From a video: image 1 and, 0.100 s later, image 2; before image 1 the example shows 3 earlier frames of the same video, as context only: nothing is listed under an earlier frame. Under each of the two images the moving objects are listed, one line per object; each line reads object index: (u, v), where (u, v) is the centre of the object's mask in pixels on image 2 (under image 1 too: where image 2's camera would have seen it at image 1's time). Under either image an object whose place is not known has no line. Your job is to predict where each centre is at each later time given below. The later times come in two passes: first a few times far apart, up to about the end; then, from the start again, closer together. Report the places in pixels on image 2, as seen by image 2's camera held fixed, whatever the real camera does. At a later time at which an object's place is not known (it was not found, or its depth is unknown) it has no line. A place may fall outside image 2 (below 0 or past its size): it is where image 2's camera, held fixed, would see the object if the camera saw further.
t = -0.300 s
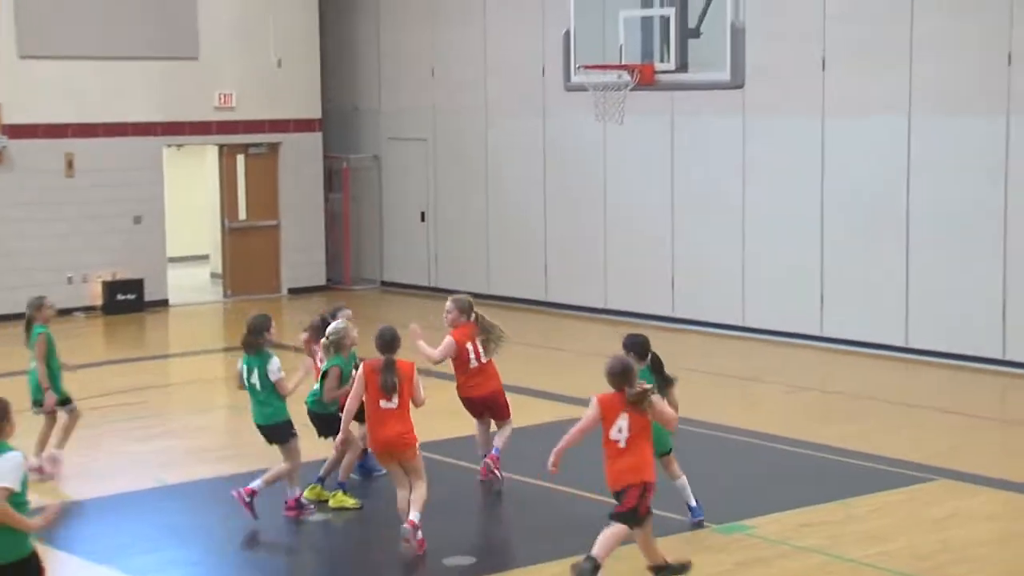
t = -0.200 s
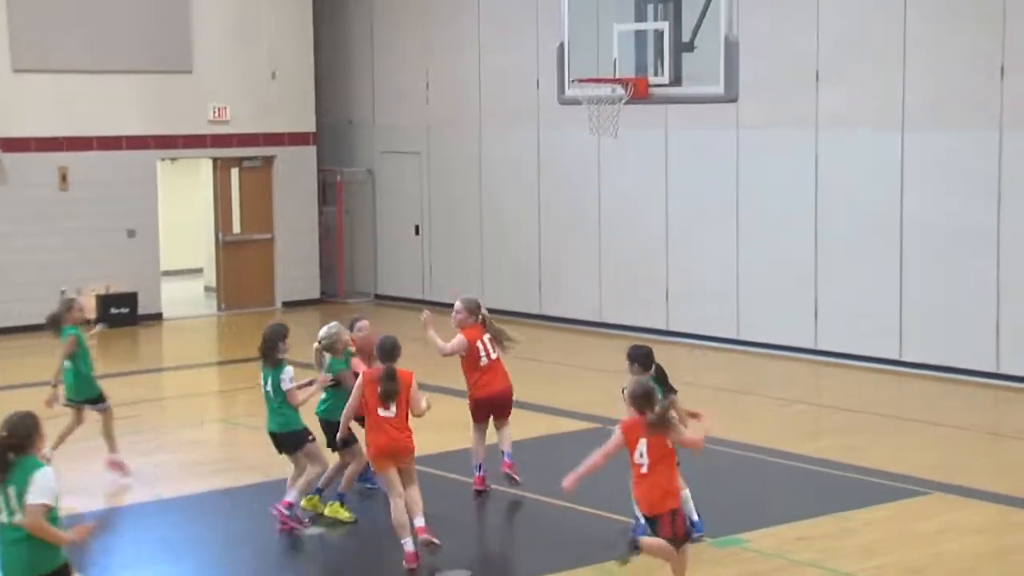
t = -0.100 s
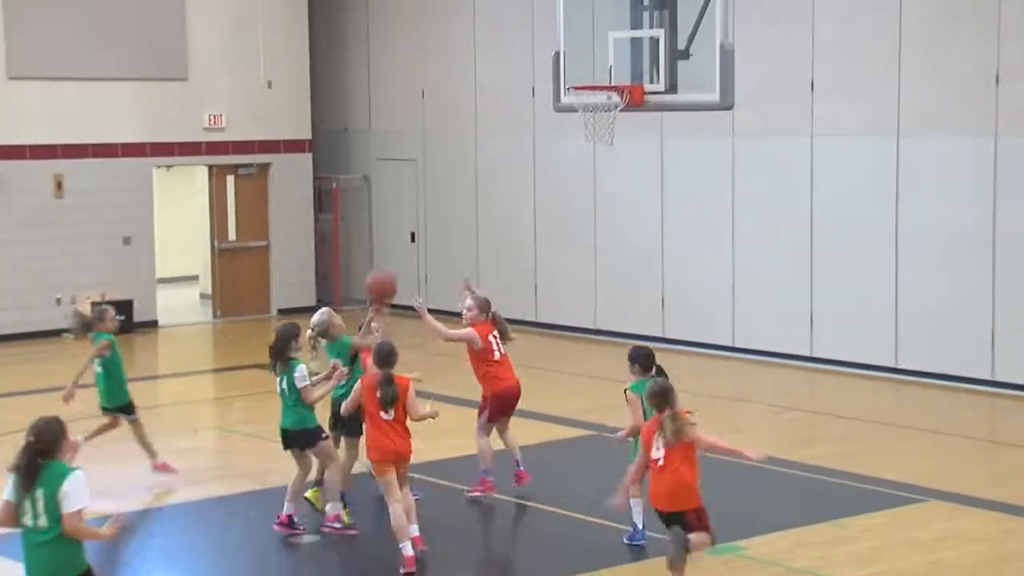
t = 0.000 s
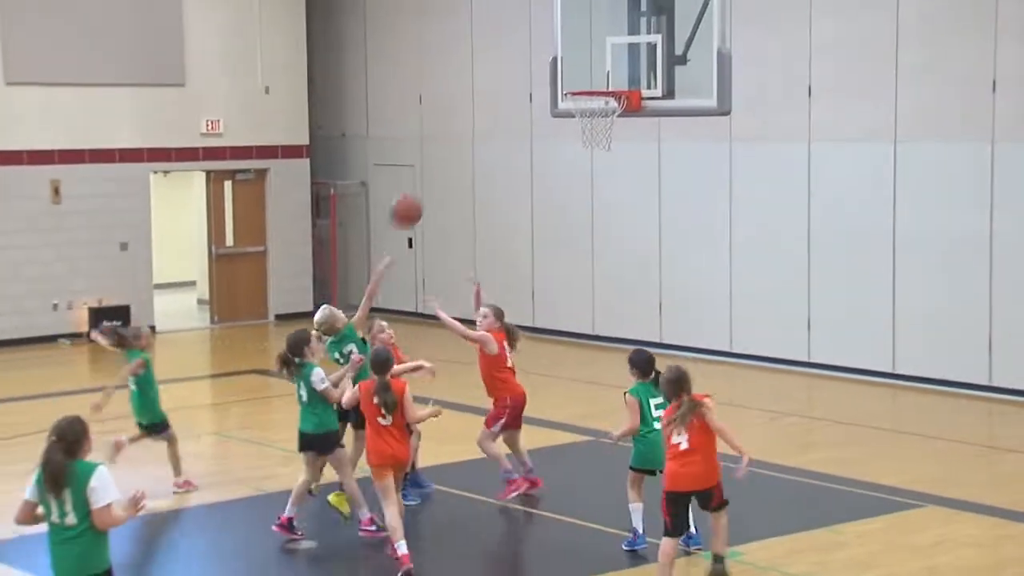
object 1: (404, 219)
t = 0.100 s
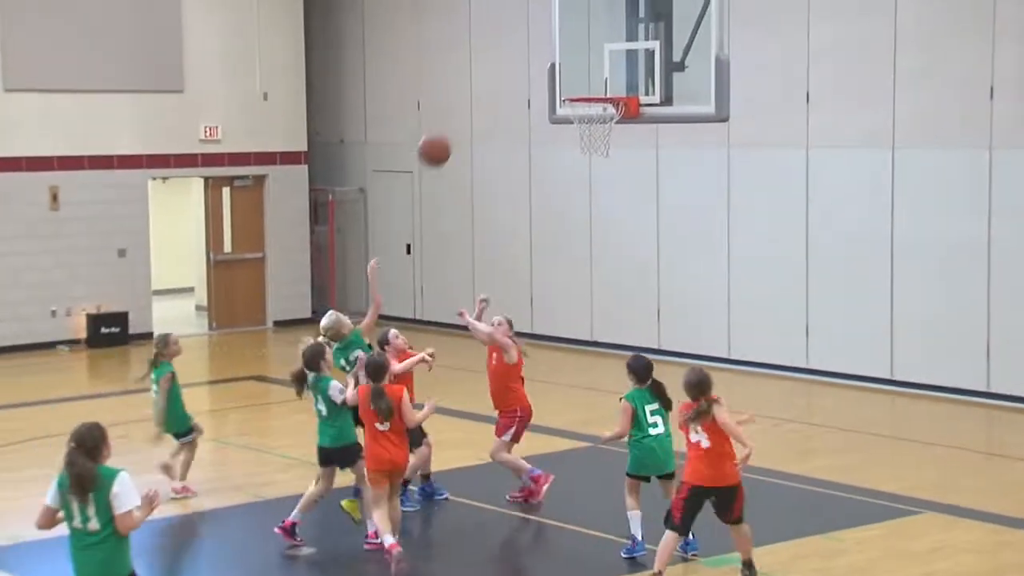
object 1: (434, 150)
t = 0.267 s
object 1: (484, 72)
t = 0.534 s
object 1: (559, 30)
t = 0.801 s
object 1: (607, 79)
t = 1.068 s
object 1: (598, 137)
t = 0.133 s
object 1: (444, 131)
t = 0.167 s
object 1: (454, 113)
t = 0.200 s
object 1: (464, 98)
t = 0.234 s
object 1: (474, 84)
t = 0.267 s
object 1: (484, 72)
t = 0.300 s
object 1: (493, 62)
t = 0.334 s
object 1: (503, 53)
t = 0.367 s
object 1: (513, 45)
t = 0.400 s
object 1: (521, 39)
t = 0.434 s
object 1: (531, 34)
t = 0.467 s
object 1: (541, 31)
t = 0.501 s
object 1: (549, 30)
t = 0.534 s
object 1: (559, 30)
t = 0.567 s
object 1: (568, 32)
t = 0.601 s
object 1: (577, 35)
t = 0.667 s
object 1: (594, 45)
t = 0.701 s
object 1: (603, 53)
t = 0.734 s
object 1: (611, 61)
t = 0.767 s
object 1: (615, 70)
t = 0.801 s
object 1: (607, 79)
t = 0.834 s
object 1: (599, 86)
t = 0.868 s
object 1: (592, 91)
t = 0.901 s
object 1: (584, 99)
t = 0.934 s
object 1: (579, 106)
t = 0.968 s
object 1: (583, 112)
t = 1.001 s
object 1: (588, 119)
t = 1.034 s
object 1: (593, 126)
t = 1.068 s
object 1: (598, 137)
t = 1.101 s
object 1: (603, 145)
